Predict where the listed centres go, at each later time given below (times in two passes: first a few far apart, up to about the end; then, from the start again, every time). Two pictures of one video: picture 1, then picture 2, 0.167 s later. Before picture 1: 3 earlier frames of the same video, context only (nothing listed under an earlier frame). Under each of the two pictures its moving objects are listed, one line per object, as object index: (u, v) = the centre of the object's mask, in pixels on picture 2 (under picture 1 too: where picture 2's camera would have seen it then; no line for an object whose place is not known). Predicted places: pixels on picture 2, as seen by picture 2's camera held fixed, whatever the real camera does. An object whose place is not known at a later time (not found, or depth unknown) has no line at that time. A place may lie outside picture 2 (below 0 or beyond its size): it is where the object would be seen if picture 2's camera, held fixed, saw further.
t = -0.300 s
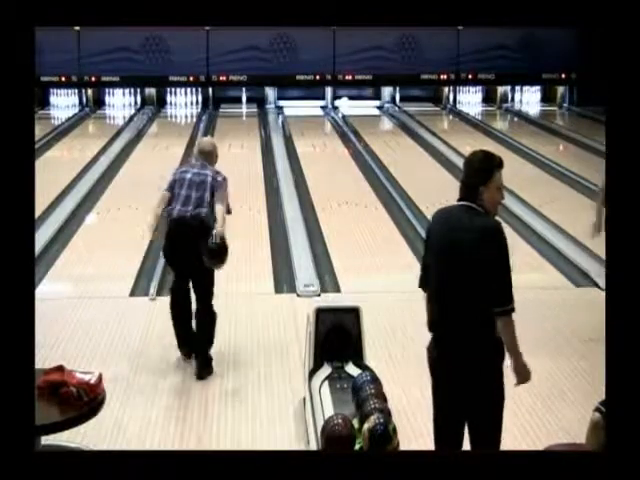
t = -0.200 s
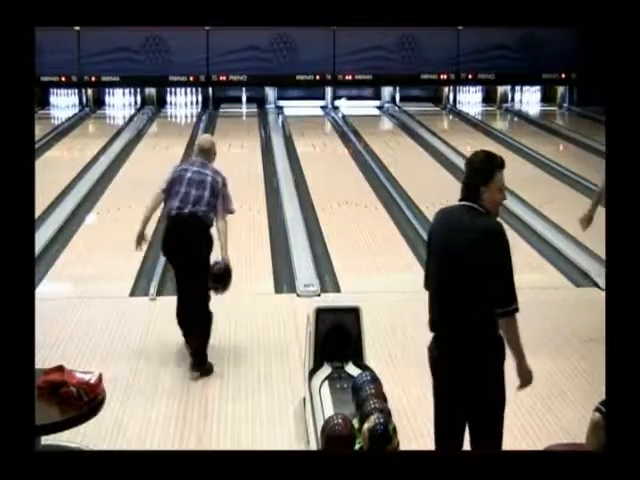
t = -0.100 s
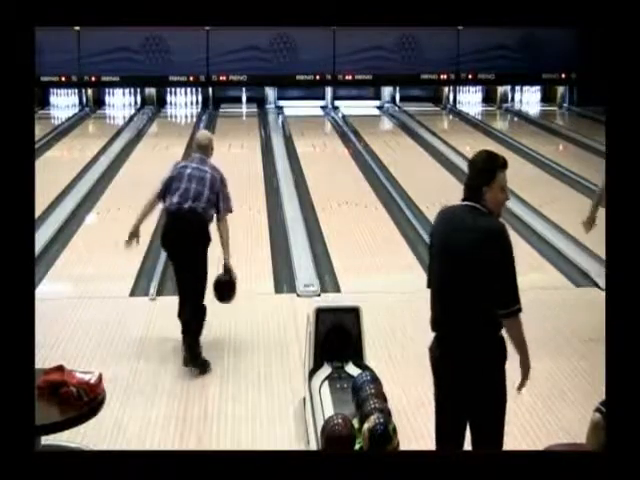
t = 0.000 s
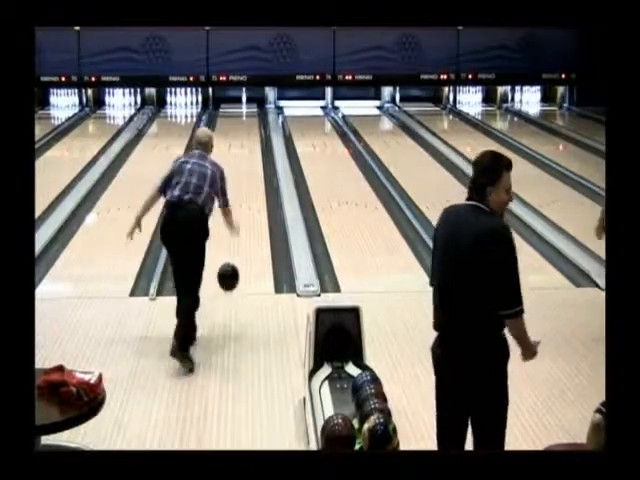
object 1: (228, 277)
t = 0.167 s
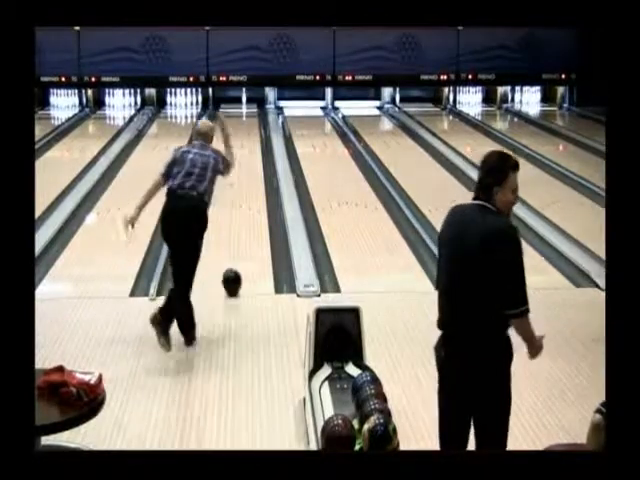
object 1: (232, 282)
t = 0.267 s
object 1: (233, 266)
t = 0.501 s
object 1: (236, 236)
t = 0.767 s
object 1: (238, 208)
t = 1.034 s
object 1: (240, 186)
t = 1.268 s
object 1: (241, 171)
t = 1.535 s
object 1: (242, 156)
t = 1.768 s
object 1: (242, 145)
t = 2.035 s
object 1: (243, 133)
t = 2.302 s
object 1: (243, 125)
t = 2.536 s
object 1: (243, 118)
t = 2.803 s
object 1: (242, 111)
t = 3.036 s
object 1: (241, 107)
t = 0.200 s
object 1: (232, 276)
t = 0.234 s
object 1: (233, 271)
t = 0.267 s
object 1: (233, 266)
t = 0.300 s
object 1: (234, 262)
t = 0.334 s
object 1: (234, 257)
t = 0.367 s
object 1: (234, 253)
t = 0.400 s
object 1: (235, 248)
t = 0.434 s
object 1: (235, 244)
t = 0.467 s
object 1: (236, 240)
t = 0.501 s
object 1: (236, 236)
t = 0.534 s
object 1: (236, 232)
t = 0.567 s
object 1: (236, 228)
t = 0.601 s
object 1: (236, 225)
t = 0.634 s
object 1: (237, 221)
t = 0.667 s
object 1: (237, 218)
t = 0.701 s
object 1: (238, 214)
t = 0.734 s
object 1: (238, 211)
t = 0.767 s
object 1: (238, 208)
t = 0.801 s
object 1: (238, 205)
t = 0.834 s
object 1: (239, 202)
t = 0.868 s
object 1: (239, 199)
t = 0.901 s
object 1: (239, 197)
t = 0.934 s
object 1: (239, 194)
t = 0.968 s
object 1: (239, 191)
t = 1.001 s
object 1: (239, 189)
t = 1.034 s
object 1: (240, 186)
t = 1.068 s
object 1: (240, 184)
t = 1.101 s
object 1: (240, 182)
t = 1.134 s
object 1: (240, 179)
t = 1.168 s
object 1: (240, 177)
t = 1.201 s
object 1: (240, 175)
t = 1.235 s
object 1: (241, 173)
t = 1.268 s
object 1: (241, 171)
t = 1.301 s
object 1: (241, 169)
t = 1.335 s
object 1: (241, 167)
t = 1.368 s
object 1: (241, 165)
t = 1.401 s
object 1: (242, 163)
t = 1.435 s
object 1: (242, 161)
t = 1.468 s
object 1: (242, 160)
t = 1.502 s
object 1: (242, 158)
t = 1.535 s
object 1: (242, 156)
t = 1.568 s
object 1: (242, 154)
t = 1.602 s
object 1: (242, 153)
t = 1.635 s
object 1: (242, 151)
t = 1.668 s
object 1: (242, 149)
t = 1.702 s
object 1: (242, 148)
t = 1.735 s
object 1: (242, 146)
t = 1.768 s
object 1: (242, 145)
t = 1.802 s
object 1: (242, 143)
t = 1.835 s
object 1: (242, 142)
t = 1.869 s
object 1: (242, 140)
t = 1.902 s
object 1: (242, 139)
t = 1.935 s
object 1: (242, 137)
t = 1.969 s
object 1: (243, 136)
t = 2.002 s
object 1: (243, 135)
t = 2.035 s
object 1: (243, 133)
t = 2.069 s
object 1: (243, 132)
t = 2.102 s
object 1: (243, 132)
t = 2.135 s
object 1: (243, 130)
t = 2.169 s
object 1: (242, 129)
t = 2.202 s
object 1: (243, 128)
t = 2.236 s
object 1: (243, 127)
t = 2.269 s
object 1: (243, 127)
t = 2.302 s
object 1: (243, 125)
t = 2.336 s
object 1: (243, 124)
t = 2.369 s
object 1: (243, 123)
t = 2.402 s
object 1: (243, 121)
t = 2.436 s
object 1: (243, 121)
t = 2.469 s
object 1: (242, 119)
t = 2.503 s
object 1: (243, 118)
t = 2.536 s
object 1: (243, 118)
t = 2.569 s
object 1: (243, 117)
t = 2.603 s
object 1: (242, 115)
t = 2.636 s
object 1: (242, 115)
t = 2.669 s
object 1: (242, 113)
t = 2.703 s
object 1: (242, 113)
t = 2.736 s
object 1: (242, 112)
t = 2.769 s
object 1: (242, 111)
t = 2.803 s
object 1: (242, 111)
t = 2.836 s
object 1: (242, 110)
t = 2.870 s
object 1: (242, 110)
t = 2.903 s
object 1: (241, 108)
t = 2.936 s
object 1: (241, 107)
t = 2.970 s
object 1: (241, 107)
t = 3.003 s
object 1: (241, 107)
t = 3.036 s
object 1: (241, 107)
